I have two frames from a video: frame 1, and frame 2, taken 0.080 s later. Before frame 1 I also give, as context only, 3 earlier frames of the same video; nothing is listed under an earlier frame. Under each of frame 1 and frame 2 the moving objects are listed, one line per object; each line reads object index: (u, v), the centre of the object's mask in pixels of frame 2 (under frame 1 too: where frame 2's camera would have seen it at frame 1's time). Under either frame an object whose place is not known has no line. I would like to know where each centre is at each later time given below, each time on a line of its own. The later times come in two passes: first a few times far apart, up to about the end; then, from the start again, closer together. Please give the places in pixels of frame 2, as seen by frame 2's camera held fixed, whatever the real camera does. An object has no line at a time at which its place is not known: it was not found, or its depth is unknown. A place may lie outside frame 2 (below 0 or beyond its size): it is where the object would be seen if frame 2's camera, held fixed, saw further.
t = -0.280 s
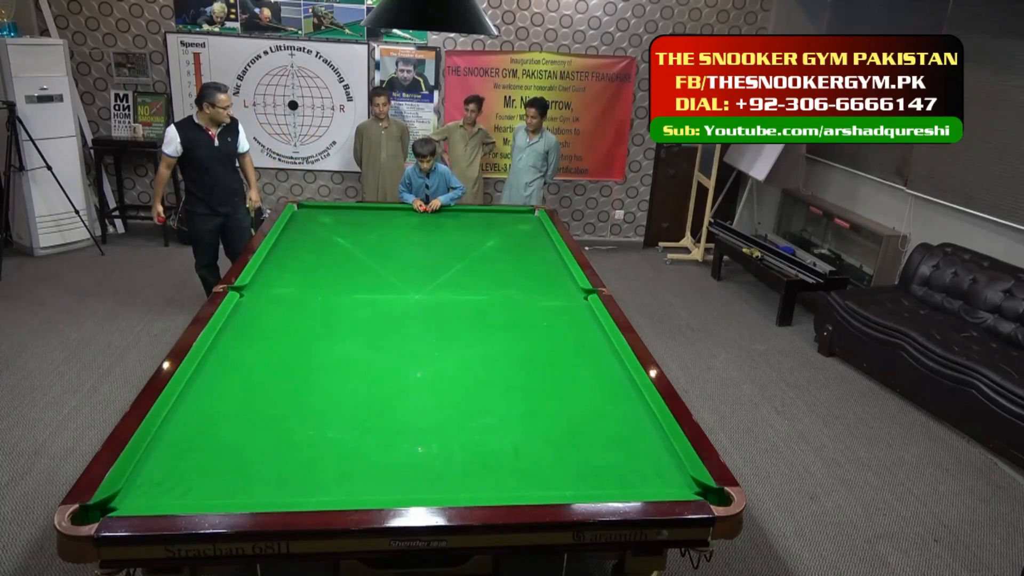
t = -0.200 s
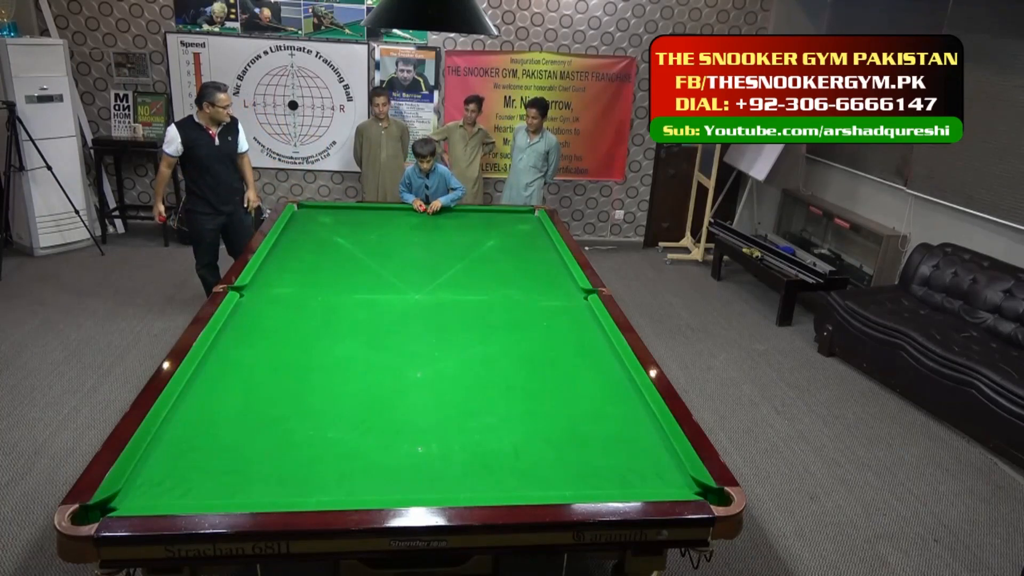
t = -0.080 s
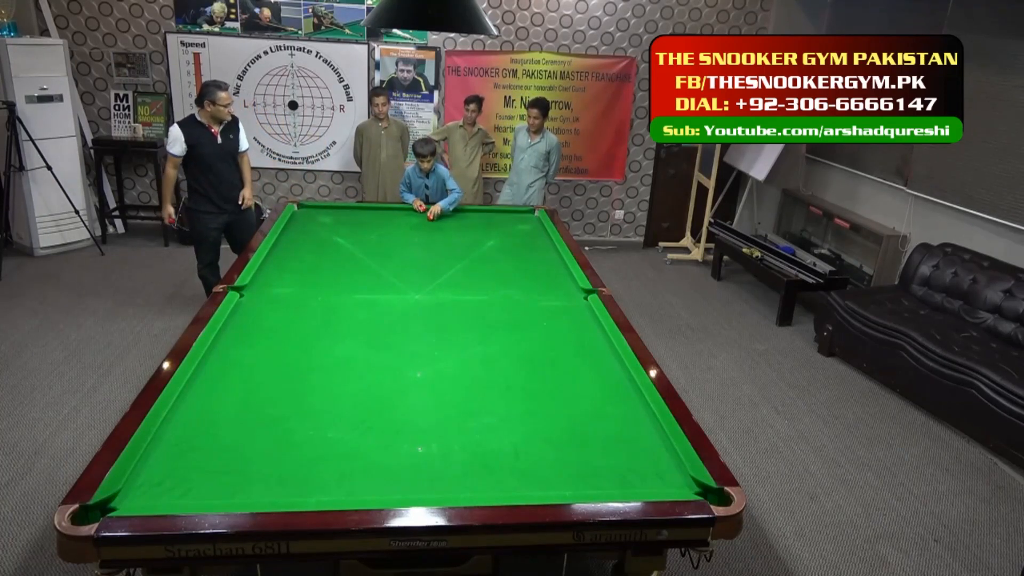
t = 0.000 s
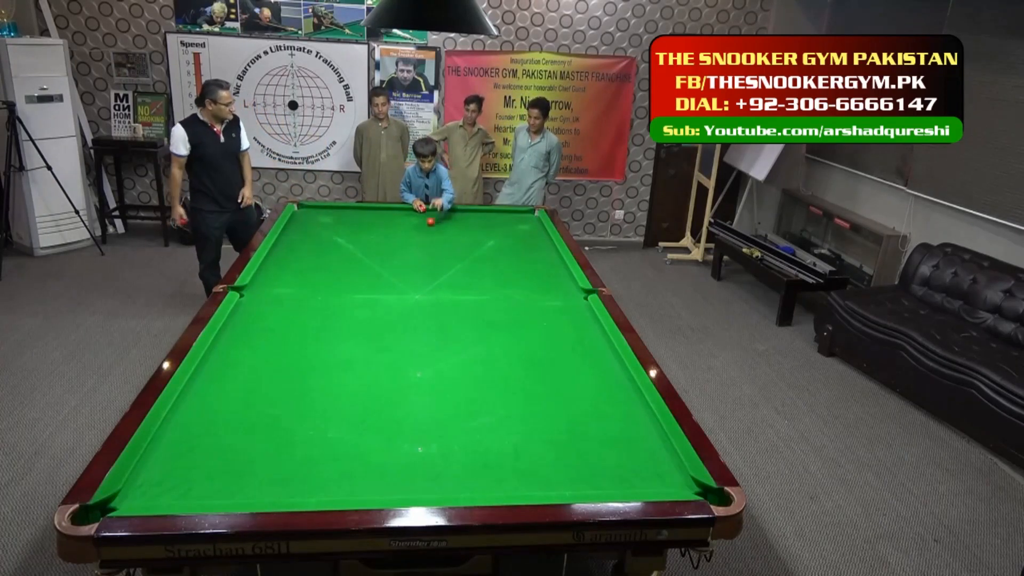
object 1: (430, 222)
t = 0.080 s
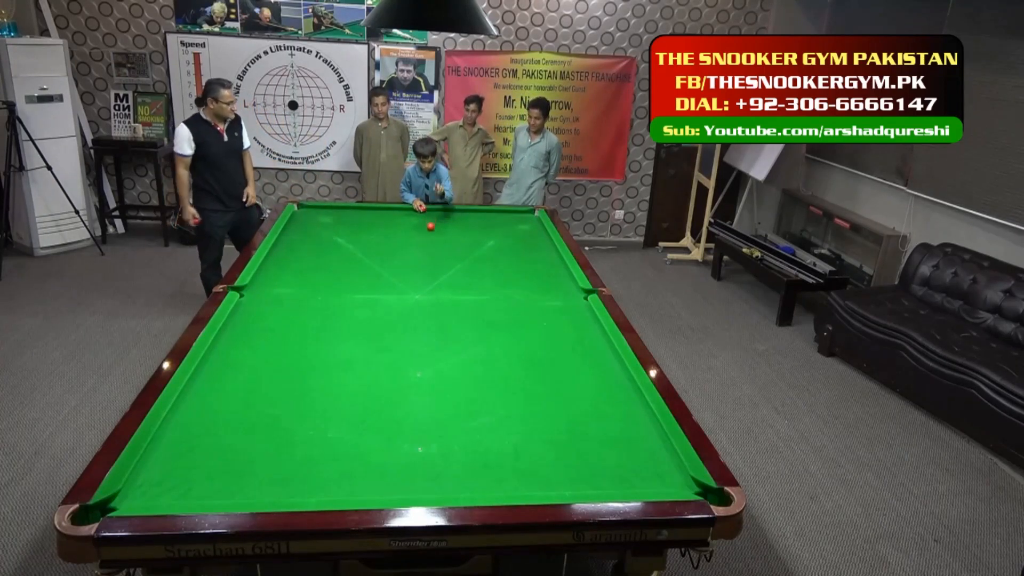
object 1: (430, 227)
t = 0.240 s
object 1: (431, 236)
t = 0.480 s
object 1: (431, 250)
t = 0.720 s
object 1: (431, 266)
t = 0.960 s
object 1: (431, 284)
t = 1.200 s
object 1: (431, 304)
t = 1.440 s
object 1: (432, 327)
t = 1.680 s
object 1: (432, 353)
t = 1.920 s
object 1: (432, 383)
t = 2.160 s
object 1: (433, 419)
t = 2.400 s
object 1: (434, 461)
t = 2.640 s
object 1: (434, 482)
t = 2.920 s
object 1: (434, 445)
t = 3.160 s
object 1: (433, 418)
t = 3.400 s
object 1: (433, 396)
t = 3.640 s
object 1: (433, 376)
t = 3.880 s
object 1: (433, 359)
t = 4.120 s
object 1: (433, 344)
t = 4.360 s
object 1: (432, 331)
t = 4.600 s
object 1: (432, 319)
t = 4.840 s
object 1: (432, 309)
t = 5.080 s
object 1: (432, 300)
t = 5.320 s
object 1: (432, 291)
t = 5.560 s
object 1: (431, 284)
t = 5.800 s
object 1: (431, 277)
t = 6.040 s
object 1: (431, 271)
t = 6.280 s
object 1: (431, 265)
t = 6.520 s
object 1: (431, 260)
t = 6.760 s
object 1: (431, 255)
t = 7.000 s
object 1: (431, 251)
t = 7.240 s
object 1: (431, 247)
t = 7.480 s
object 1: (431, 244)
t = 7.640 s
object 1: (431, 242)
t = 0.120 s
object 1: (430, 229)
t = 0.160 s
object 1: (430, 231)
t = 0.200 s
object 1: (431, 233)
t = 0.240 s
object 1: (431, 236)
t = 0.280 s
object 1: (431, 238)
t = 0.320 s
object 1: (431, 240)
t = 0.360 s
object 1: (431, 242)
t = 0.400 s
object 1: (431, 245)
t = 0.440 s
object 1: (431, 248)
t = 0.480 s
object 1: (431, 250)
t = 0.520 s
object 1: (431, 252)
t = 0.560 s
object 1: (431, 255)
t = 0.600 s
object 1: (431, 258)
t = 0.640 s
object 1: (431, 261)
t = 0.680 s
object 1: (431, 263)
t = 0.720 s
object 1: (431, 266)
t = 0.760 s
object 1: (431, 269)
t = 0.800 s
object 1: (431, 272)
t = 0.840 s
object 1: (431, 275)
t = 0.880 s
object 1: (431, 278)
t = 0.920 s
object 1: (431, 281)
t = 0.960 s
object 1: (431, 284)
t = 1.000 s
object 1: (431, 287)
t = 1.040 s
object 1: (431, 290)
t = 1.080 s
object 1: (431, 294)
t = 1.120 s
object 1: (431, 297)
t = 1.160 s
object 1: (431, 301)
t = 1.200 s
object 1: (431, 304)
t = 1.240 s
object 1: (431, 308)
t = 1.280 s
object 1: (432, 312)
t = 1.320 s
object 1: (432, 315)
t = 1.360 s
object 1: (432, 319)
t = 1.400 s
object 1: (432, 323)
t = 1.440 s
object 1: (432, 327)
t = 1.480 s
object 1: (432, 331)
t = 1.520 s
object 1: (432, 335)
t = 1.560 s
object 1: (432, 340)
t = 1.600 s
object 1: (432, 344)
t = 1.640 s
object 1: (432, 349)
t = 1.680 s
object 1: (432, 353)
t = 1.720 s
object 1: (432, 358)
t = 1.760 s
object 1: (432, 363)
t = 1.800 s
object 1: (432, 368)
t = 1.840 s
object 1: (432, 373)
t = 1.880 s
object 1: (432, 378)
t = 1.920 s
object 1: (432, 383)
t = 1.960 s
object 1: (432, 389)
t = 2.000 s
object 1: (432, 395)
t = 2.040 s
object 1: (433, 401)
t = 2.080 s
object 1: (433, 407)
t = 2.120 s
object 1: (433, 413)
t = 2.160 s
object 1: (433, 419)
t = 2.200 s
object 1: (433, 426)
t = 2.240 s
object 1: (433, 432)
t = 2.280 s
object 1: (433, 439)
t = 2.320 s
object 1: (433, 446)
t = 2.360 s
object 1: (433, 453)
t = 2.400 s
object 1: (434, 461)
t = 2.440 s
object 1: (434, 468)
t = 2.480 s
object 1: (434, 476)
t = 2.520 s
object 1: (434, 484)
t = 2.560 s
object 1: (434, 490)
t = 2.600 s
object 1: (434, 487)
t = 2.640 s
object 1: (434, 482)
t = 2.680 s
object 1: (434, 476)
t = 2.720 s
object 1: (434, 470)
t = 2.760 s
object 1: (434, 465)
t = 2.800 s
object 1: (434, 460)
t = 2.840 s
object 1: (434, 454)
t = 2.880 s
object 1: (434, 450)
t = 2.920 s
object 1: (434, 445)
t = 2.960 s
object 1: (434, 440)
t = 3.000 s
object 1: (433, 435)
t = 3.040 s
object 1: (433, 431)
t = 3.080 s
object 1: (433, 427)
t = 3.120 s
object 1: (433, 422)
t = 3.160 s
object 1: (433, 418)
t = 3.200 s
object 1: (433, 414)
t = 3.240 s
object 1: (433, 410)
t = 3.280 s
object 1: (433, 407)
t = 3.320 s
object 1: (433, 403)
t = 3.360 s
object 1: (433, 399)
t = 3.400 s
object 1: (433, 396)
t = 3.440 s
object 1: (433, 392)
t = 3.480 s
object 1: (433, 389)
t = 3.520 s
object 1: (433, 386)
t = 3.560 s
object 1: (433, 382)
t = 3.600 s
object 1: (433, 379)
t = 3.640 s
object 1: (433, 376)
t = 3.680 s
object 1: (433, 373)
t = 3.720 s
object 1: (433, 370)
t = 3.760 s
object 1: (433, 367)
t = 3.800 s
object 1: (433, 365)
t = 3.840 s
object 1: (433, 362)
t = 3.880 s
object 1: (433, 359)
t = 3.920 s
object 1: (433, 357)
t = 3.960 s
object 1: (433, 354)
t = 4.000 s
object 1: (433, 352)
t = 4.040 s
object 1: (433, 349)
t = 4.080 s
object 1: (432, 347)
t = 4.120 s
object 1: (433, 344)
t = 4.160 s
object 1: (432, 342)
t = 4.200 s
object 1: (433, 340)
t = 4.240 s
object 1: (432, 338)
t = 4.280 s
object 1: (433, 335)
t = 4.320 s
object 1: (432, 333)
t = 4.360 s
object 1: (432, 331)
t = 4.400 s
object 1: (432, 329)
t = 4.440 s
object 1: (432, 327)
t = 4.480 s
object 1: (432, 325)
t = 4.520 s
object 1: (432, 323)
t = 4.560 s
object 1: (432, 321)
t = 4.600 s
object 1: (432, 319)
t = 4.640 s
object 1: (432, 318)
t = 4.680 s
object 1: (432, 316)
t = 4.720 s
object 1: (432, 314)
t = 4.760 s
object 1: (432, 313)
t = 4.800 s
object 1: (432, 311)
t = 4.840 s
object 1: (432, 309)
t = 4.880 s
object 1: (432, 308)
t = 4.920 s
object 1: (432, 306)
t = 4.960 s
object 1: (432, 304)
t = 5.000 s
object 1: (432, 303)
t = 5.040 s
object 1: (432, 301)
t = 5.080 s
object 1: (432, 300)
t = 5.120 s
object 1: (432, 298)
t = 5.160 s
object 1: (432, 297)
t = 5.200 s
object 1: (432, 296)
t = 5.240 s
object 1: (432, 294)
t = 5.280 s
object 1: (432, 293)
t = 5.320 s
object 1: (432, 291)
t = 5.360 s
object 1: (431, 290)
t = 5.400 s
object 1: (431, 289)
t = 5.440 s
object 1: (431, 287)
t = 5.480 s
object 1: (431, 286)
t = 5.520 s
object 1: (431, 285)
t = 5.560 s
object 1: (431, 284)
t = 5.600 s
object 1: (431, 282)
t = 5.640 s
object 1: (431, 281)
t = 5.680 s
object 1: (431, 280)
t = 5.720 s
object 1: (431, 279)
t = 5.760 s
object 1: (431, 278)
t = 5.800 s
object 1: (431, 277)
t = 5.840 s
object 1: (431, 276)
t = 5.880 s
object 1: (431, 275)
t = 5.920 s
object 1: (431, 274)
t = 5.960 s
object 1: (431, 273)
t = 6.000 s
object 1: (431, 272)
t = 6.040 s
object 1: (431, 271)
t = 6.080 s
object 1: (431, 270)
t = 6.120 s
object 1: (431, 269)
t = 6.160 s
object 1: (431, 268)
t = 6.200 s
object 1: (431, 267)
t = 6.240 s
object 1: (431, 266)
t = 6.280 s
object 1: (431, 265)
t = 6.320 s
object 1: (431, 264)
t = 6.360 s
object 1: (431, 263)
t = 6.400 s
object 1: (431, 262)
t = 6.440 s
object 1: (431, 261)
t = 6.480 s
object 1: (431, 261)
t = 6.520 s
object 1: (431, 260)
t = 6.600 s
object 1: (431, 258)
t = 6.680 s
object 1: (431, 257)
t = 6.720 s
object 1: (431, 256)
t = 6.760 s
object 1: (431, 255)
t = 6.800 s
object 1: (431, 254)
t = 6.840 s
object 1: (431, 254)
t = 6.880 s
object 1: (431, 253)
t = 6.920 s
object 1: (431, 252)
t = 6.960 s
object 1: (431, 252)
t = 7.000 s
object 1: (431, 251)
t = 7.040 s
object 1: (431, 250)
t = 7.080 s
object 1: (431, 250)
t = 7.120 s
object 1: (431, 249)
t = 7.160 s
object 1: (431, 248)
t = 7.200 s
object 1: (431, 248)
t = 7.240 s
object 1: (431, 247)
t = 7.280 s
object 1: (431, 247)
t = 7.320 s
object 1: (431, 246)
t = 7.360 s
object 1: (431, 245)
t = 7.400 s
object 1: (431, 245)
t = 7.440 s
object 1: (431, 244)
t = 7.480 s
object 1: (431, 244)
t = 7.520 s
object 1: (431, 243)
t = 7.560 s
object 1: (431, 243)
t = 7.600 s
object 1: (431, 242)
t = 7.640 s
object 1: (431, 242)
